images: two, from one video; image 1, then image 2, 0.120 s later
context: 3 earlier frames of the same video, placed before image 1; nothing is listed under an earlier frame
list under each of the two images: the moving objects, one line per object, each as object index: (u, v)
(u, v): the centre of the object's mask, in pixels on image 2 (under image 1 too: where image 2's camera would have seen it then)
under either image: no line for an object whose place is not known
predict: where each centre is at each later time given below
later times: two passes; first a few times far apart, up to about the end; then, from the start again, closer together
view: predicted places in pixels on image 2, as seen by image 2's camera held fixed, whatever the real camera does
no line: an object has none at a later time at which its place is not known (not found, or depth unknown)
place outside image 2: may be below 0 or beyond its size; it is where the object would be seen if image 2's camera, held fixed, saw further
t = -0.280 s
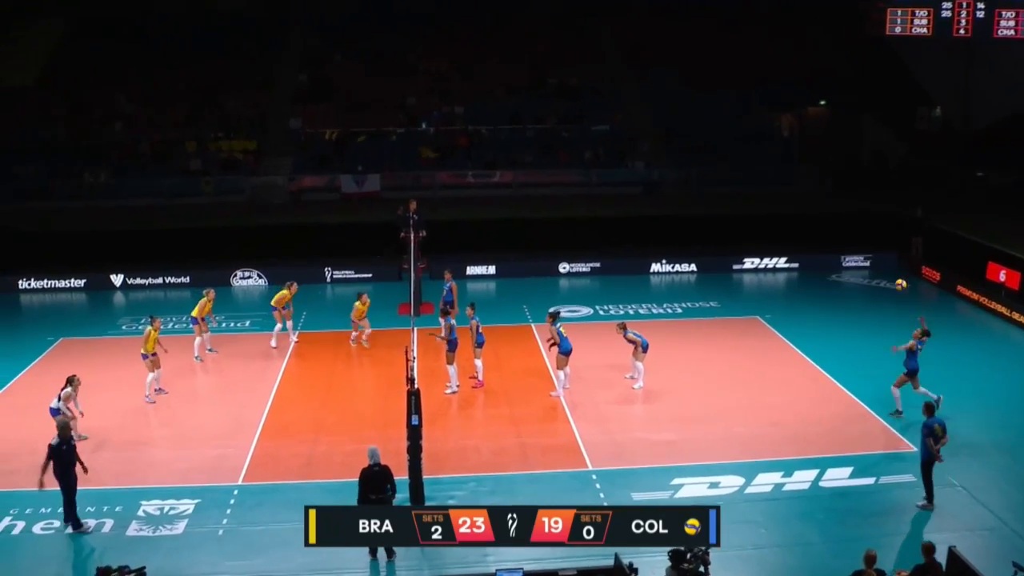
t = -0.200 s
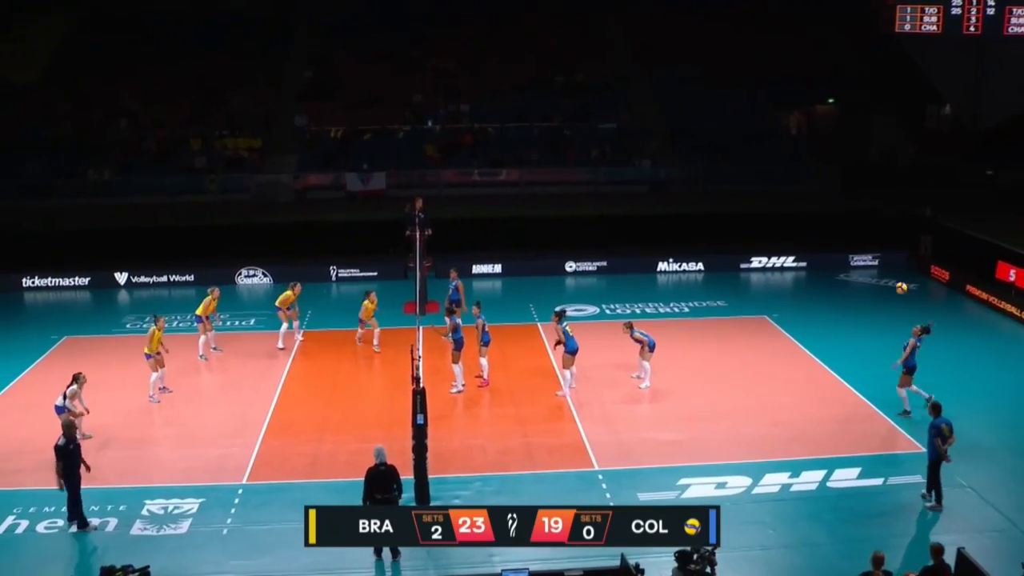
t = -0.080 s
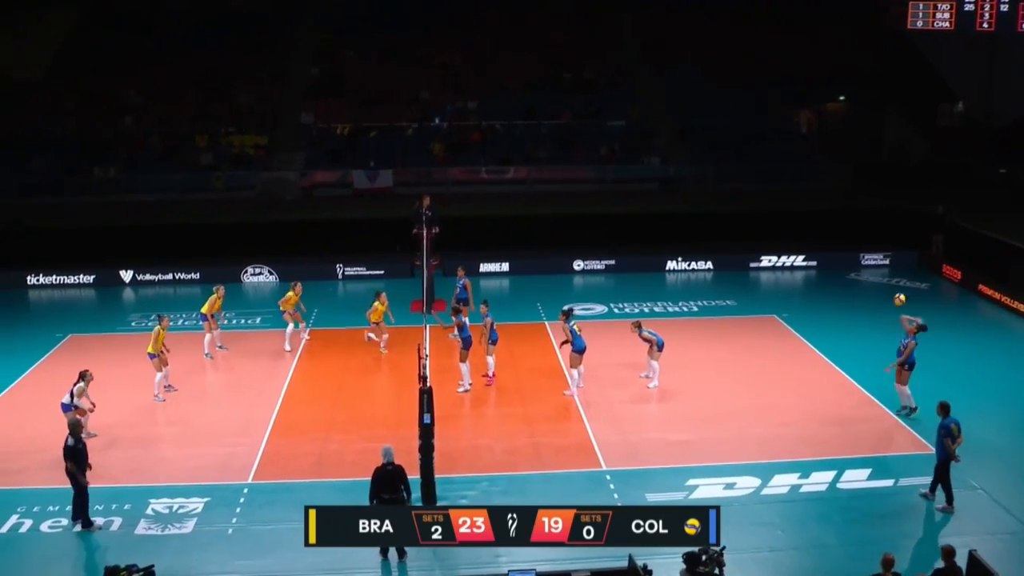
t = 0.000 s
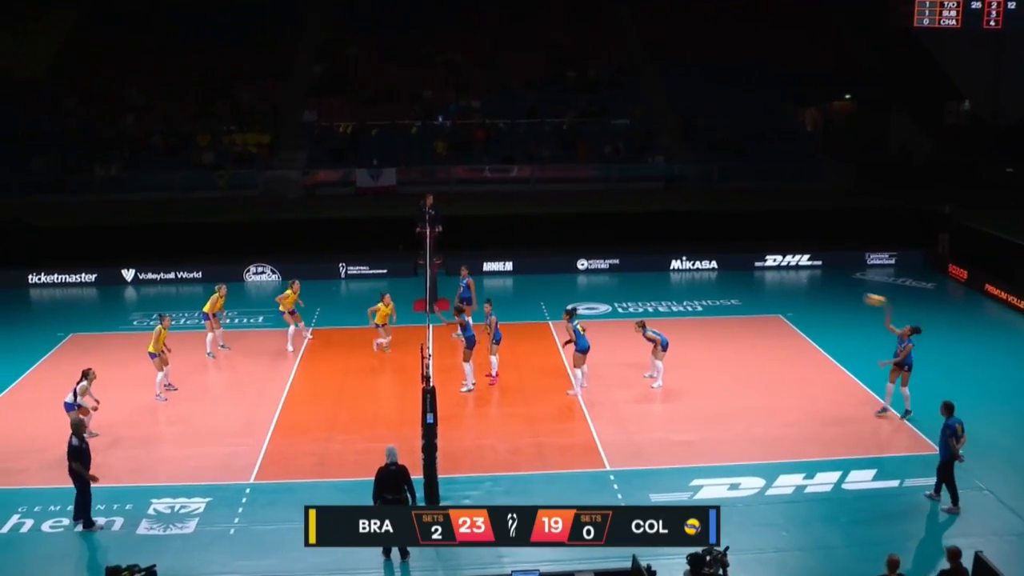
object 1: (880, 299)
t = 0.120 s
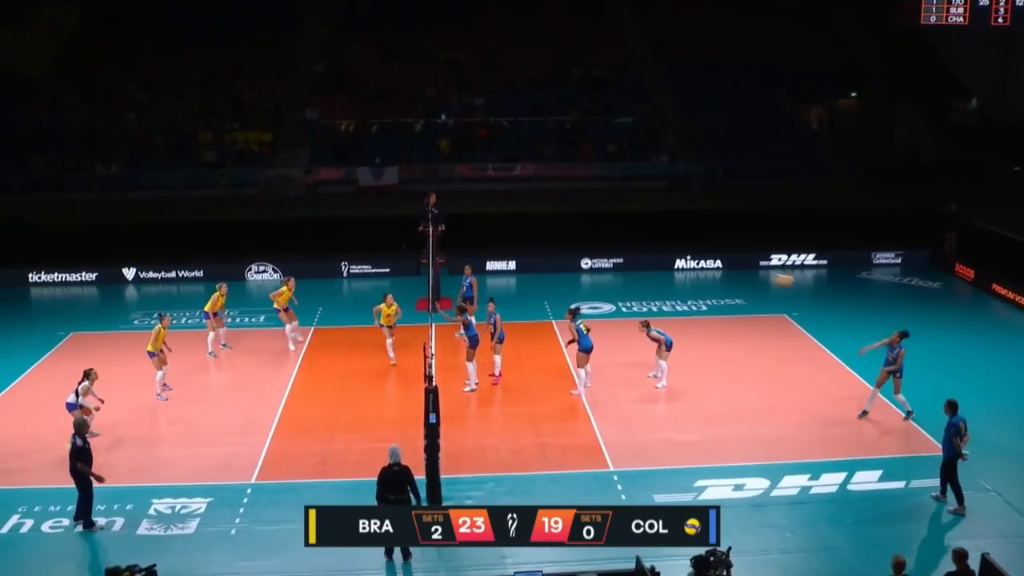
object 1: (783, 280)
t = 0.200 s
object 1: (719, 272)
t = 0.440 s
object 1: (525, 268)
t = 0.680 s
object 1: (346, 293)
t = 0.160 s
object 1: (750, 275)
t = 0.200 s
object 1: (719, 272)
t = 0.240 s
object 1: (684, 271)
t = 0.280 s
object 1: (652, 266)
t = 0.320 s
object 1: (621, 266)
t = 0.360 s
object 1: (586, 265)
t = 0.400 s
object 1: (555, 267)
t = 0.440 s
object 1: (525, 268)
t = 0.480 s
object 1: (493, 273)
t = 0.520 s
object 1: (461, 274)
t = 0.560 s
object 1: (432, 277)
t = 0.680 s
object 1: (346, 293)
